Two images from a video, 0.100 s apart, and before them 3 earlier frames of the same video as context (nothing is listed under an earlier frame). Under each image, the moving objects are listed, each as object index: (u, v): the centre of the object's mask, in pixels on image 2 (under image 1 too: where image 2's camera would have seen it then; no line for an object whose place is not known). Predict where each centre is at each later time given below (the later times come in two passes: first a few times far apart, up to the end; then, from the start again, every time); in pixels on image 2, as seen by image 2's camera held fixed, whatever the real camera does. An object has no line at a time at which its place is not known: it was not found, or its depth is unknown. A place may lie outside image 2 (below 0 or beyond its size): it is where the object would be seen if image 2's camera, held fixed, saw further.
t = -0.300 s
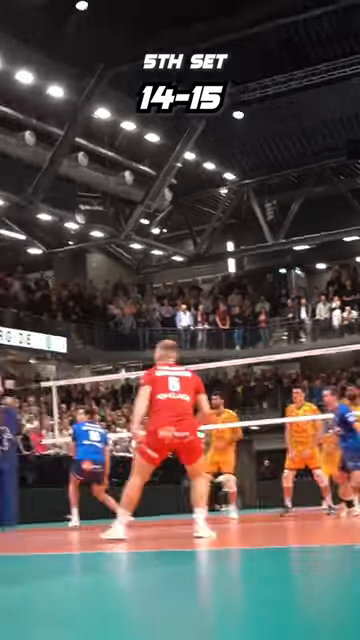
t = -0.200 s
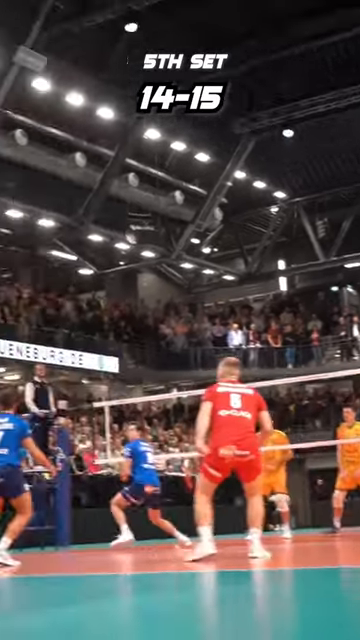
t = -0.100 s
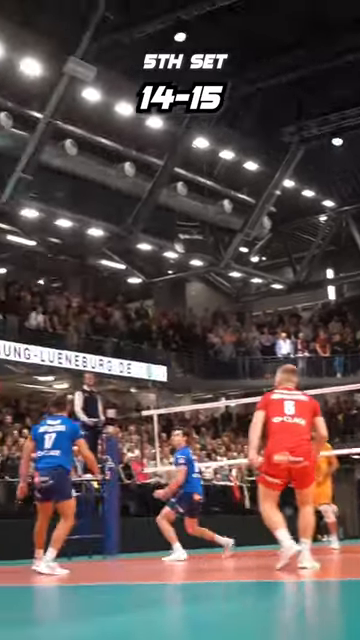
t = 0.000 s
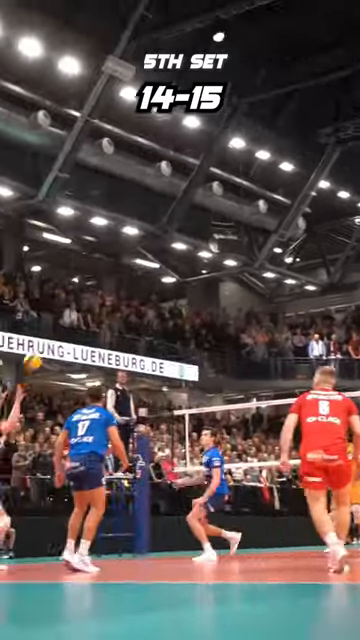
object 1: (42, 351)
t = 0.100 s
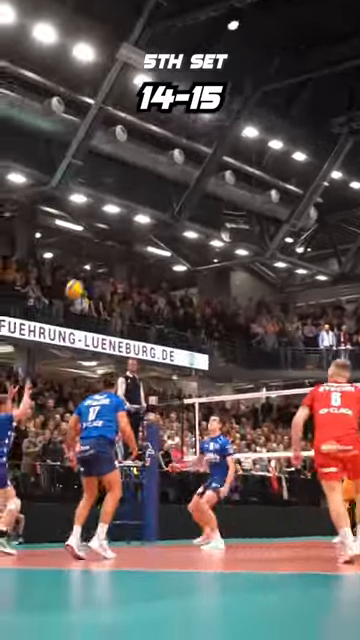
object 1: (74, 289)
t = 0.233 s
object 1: (111, 229)
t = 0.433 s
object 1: (159, 171)
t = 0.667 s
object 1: (211, 145)
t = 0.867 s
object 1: (251, 154)
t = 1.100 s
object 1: (298, 198)
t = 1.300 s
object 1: (338, 262)
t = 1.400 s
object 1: (358, 305)
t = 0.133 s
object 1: (84, 272)
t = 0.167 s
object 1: (93, 255)
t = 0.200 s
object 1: (102, 242)
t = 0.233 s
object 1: (111, 229)
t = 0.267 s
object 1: (119, 217)
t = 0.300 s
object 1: (126, 205)
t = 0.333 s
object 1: (136, 195)
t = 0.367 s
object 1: (144, 186)
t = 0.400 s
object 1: (152, 178)
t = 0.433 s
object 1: (159, 171)
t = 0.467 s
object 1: (166, 165)
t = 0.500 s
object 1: (175, 158)
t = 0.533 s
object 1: (181, 155)
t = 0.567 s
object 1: (189, 152)
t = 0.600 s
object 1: (196, 148)
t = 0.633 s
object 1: (203, 146)
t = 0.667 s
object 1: (211, 145)
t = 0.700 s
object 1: (218, 146)
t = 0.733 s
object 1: (224, 146)
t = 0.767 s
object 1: (231, 147)
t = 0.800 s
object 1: (238, 148)
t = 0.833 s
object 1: (245, 151)
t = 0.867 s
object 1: (251, 154)
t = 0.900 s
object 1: (258, 159)
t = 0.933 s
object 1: (266, 163)
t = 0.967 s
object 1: (272, 168)
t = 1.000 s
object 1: (279, 174)
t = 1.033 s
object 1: (286, 182)
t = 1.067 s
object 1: (292, 189)
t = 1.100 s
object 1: (298, 198)
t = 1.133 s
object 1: (305, 205)
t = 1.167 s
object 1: (313, 217)
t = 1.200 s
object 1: (318, 228)
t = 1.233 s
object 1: (324, 239)
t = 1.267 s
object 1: (331, 251)
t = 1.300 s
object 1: (338, 262)
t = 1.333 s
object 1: (344, 276)
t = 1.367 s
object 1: (351, 290)
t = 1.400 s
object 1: (358, 305)
